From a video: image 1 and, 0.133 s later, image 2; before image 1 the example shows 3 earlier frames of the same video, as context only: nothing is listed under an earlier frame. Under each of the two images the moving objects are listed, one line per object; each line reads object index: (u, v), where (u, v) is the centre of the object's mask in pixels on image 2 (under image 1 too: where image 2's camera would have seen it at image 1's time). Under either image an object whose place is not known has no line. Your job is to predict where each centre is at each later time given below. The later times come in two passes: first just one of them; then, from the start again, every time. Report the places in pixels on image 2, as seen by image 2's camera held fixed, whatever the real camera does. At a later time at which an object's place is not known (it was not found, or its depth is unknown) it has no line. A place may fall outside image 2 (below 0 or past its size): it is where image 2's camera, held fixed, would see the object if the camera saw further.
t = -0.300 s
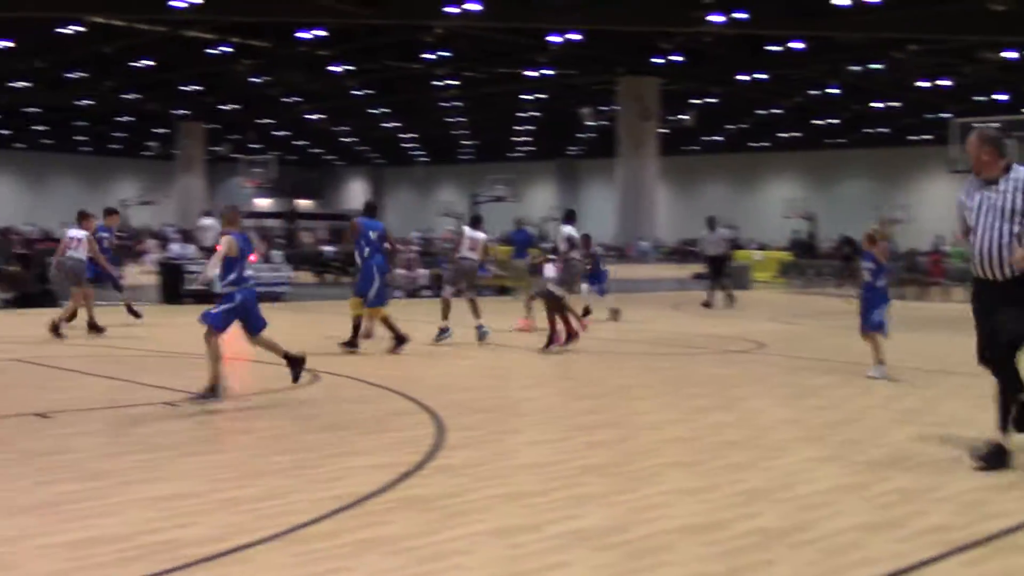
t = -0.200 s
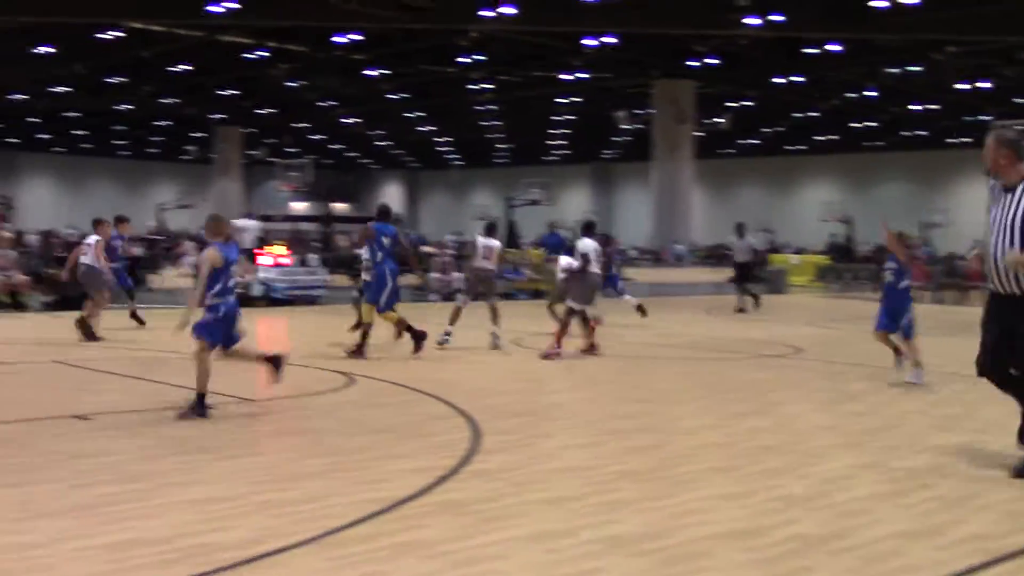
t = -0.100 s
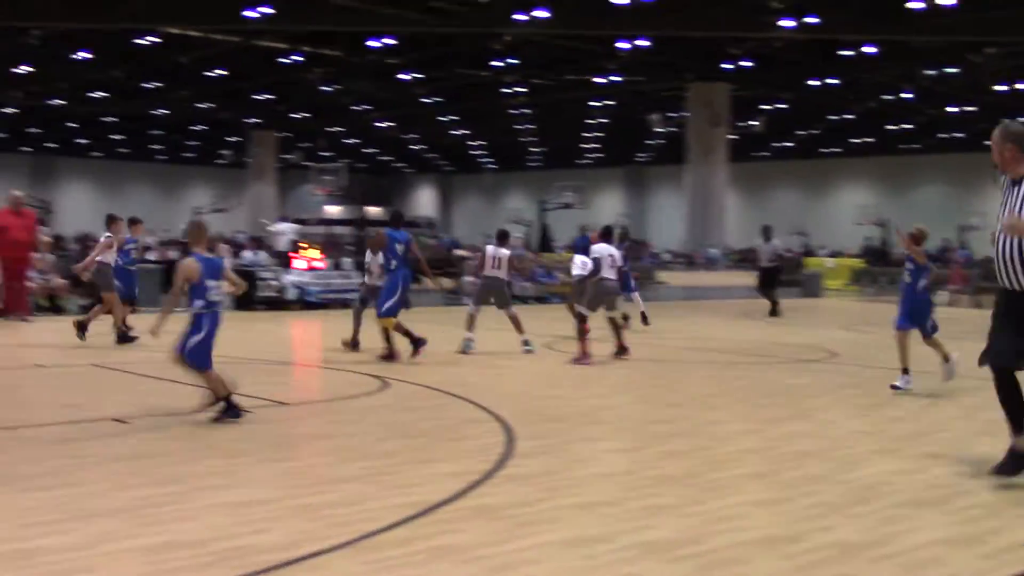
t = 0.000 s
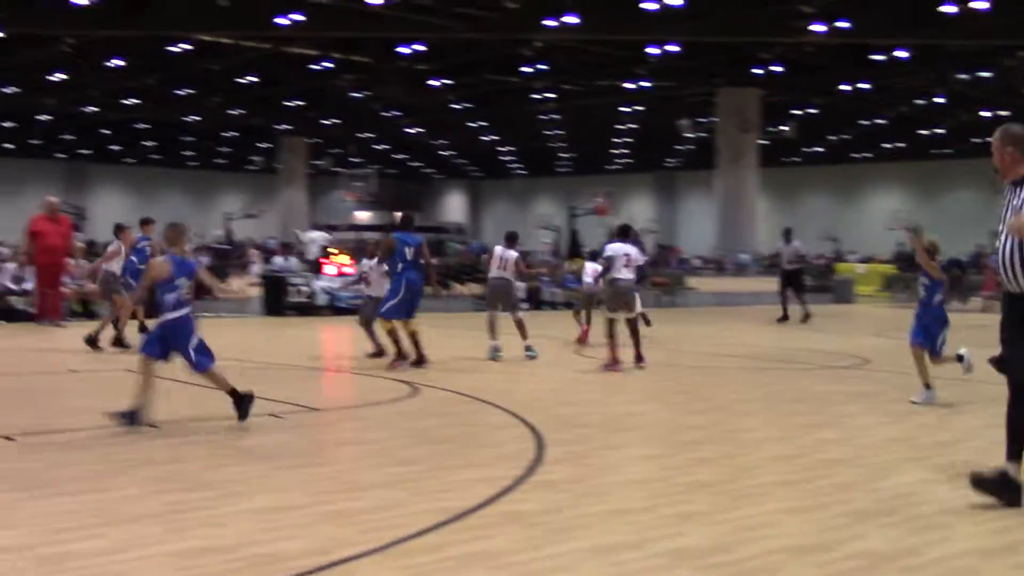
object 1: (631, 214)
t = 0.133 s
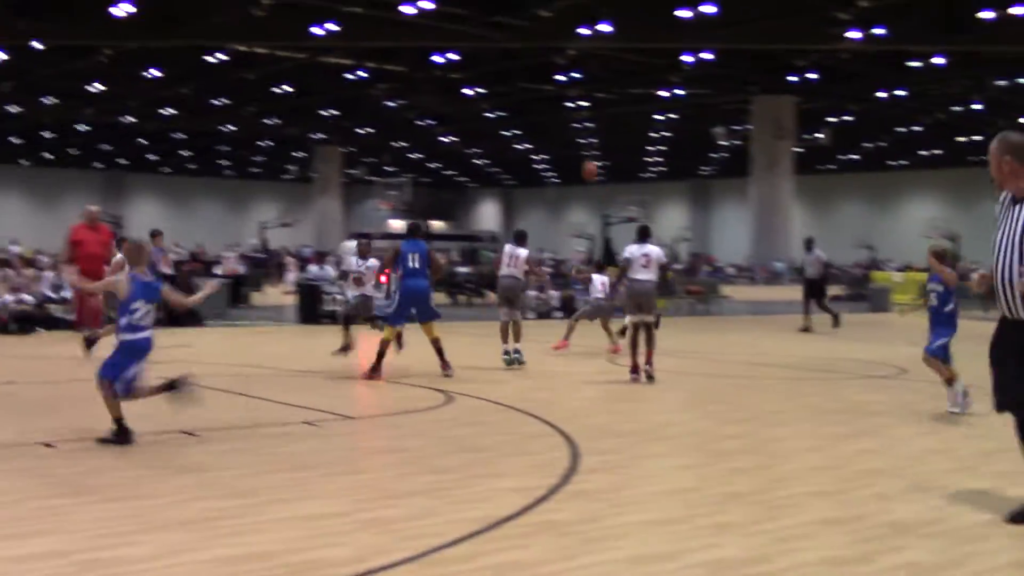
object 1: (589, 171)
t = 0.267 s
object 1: (542, 133)
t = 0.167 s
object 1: (579, 160)
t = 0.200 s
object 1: (567, 151)
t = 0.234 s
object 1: (554, 142)
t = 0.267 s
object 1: (542, 133)
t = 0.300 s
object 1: (529, 123)
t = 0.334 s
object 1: (516, 116)
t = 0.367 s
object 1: (502, 109)
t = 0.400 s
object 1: (487, 103)
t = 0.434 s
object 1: (471, 97)
